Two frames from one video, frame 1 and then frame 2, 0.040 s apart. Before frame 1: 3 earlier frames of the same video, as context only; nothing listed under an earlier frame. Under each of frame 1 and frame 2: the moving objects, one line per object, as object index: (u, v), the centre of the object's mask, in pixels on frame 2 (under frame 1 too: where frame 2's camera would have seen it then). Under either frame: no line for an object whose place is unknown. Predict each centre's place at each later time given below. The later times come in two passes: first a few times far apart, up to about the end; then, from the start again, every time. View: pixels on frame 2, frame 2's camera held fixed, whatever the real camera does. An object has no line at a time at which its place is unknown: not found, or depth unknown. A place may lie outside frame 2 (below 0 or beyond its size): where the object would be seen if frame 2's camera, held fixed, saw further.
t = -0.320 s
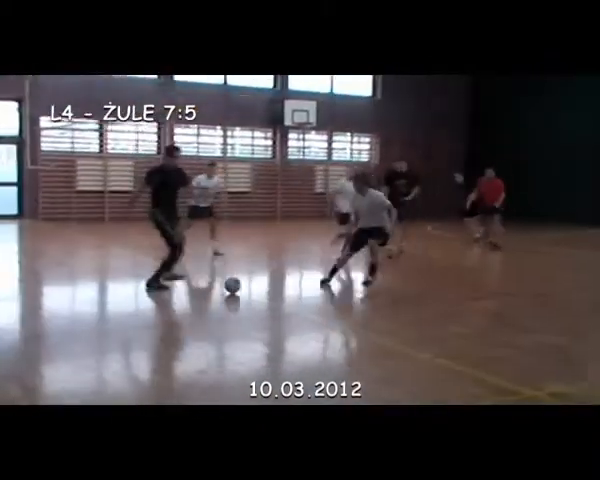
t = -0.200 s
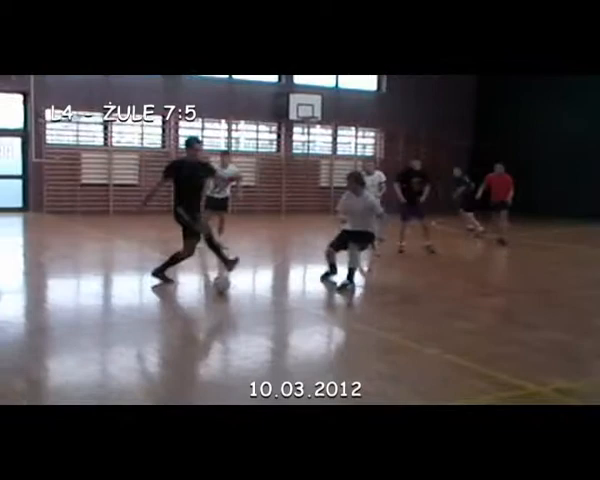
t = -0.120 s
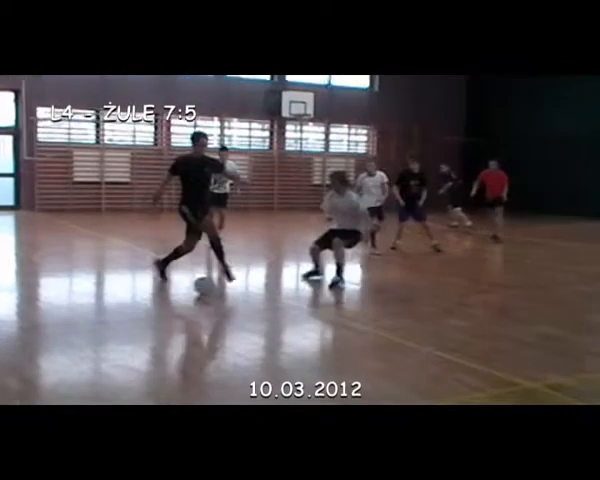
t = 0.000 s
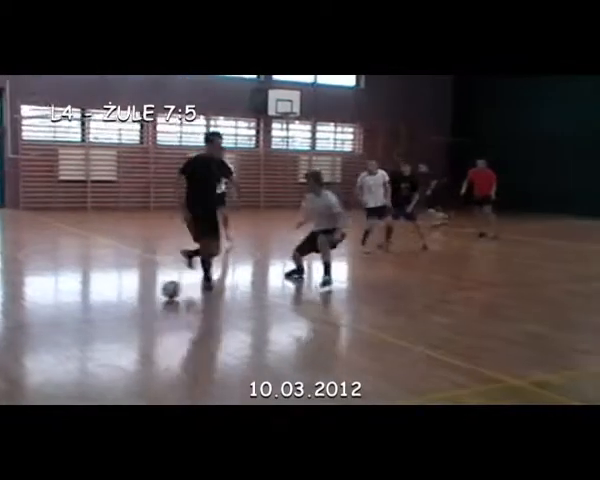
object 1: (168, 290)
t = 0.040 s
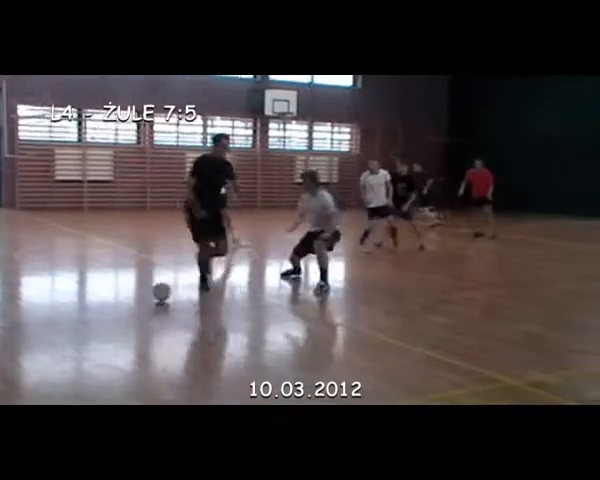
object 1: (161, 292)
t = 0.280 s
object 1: (120, 306)
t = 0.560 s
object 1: (62, 326)
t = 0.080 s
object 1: (154, 295)
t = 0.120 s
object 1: (148, 297)
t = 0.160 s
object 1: (140, 298)
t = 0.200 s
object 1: (134, 301)
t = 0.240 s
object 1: (128, 303)
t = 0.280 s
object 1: (120, 306)
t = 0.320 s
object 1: (112, 309)
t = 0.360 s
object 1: (105, 311)
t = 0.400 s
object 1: (96, 313)
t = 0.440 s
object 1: (89, 316)
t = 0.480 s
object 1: (79, 319)
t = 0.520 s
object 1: (71, 322)
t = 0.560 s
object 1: (62, 326)
